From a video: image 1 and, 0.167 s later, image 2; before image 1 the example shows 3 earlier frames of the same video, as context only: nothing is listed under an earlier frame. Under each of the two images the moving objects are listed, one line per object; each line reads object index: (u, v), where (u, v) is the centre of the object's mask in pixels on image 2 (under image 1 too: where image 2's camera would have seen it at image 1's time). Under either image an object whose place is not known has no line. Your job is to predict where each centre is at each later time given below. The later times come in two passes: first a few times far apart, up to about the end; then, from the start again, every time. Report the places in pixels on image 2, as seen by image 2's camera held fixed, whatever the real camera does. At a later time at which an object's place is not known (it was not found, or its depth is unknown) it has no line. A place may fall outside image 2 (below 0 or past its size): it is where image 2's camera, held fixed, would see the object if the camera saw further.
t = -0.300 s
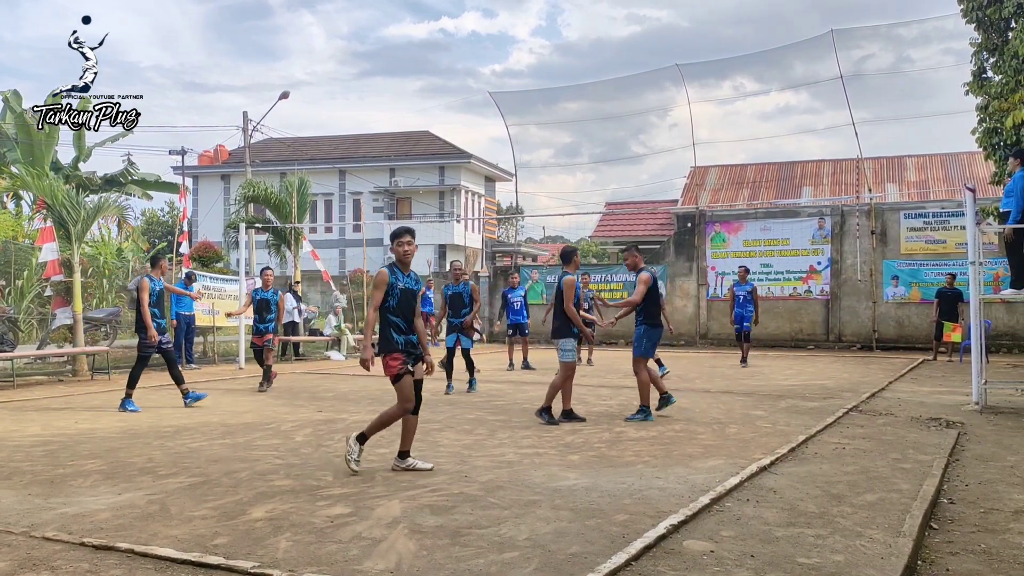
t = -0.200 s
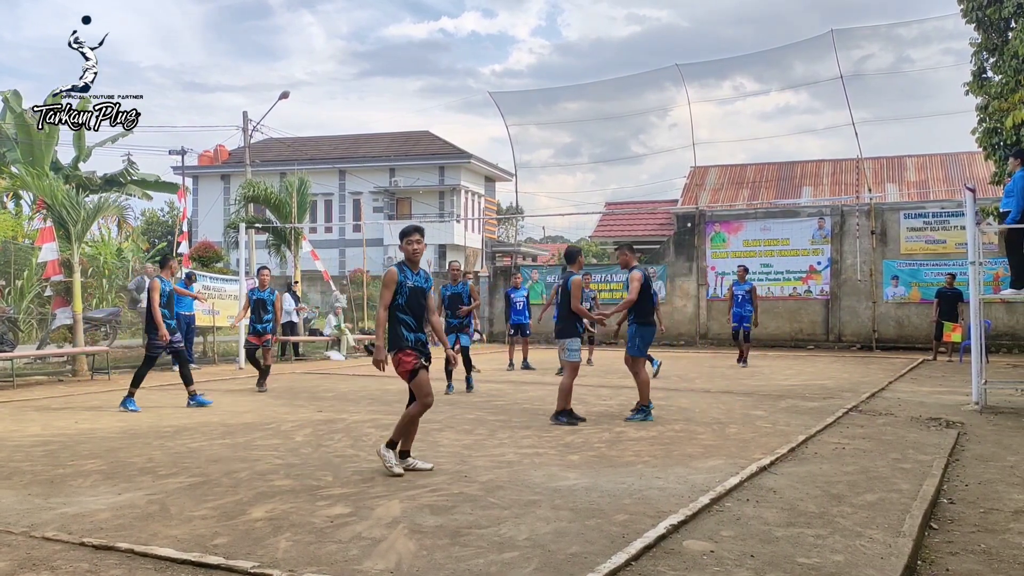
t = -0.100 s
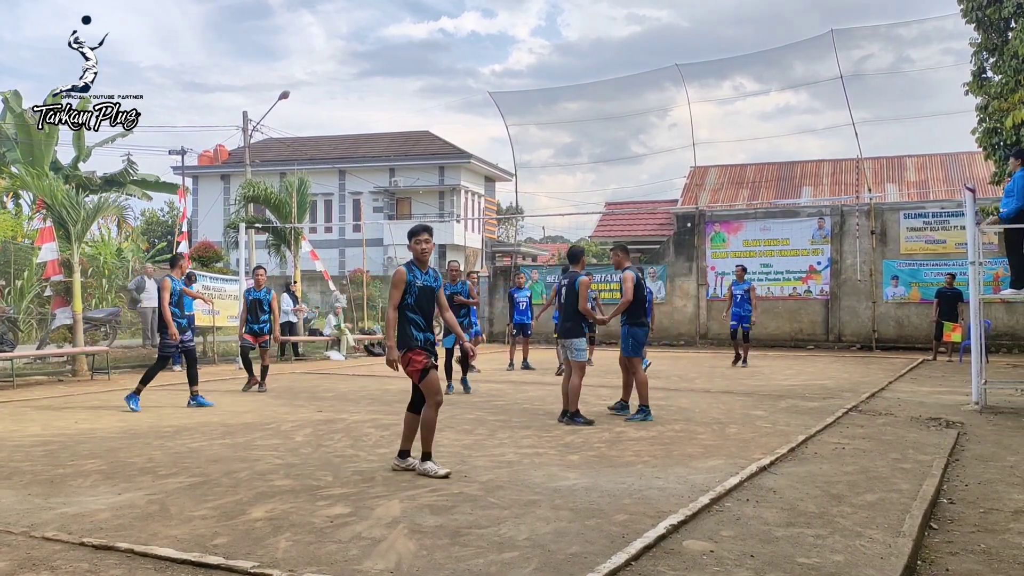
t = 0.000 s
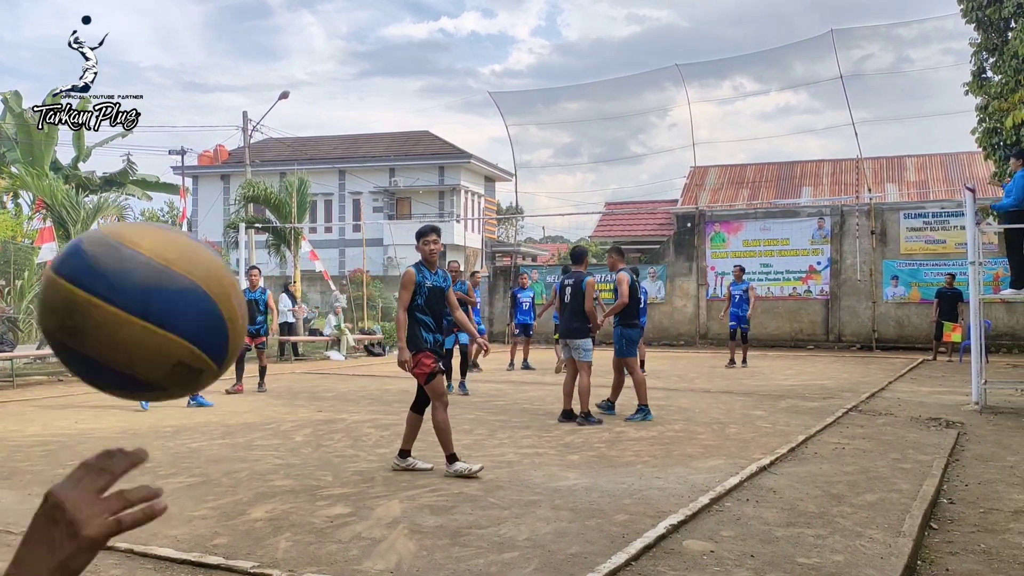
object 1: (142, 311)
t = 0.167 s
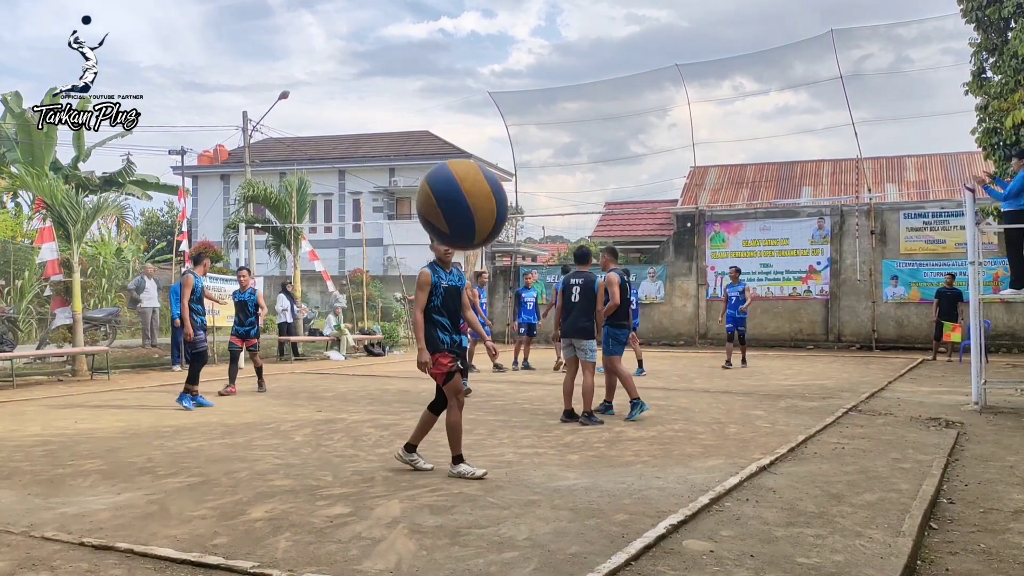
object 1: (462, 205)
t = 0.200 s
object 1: (488, 208)
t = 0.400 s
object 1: (576, 278)
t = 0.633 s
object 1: (617, 405)
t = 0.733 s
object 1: (627, 466)
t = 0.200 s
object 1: (488, 208)
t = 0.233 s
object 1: (509, 214)
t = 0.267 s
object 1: (527, 224)
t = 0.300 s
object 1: (542, 235)
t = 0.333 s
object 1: (555, 247)
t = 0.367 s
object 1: (566, 262)
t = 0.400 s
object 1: (576, 278)
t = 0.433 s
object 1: (584, 294)
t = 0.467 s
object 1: (591, 311)
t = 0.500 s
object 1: (597, 328)
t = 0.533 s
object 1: (603, 346)
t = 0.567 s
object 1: (608, 365)
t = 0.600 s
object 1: (612, 385)
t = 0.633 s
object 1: (617, 405)
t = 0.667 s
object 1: (620, 425)
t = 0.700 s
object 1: (624, 445)
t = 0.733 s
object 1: (627, 466)
